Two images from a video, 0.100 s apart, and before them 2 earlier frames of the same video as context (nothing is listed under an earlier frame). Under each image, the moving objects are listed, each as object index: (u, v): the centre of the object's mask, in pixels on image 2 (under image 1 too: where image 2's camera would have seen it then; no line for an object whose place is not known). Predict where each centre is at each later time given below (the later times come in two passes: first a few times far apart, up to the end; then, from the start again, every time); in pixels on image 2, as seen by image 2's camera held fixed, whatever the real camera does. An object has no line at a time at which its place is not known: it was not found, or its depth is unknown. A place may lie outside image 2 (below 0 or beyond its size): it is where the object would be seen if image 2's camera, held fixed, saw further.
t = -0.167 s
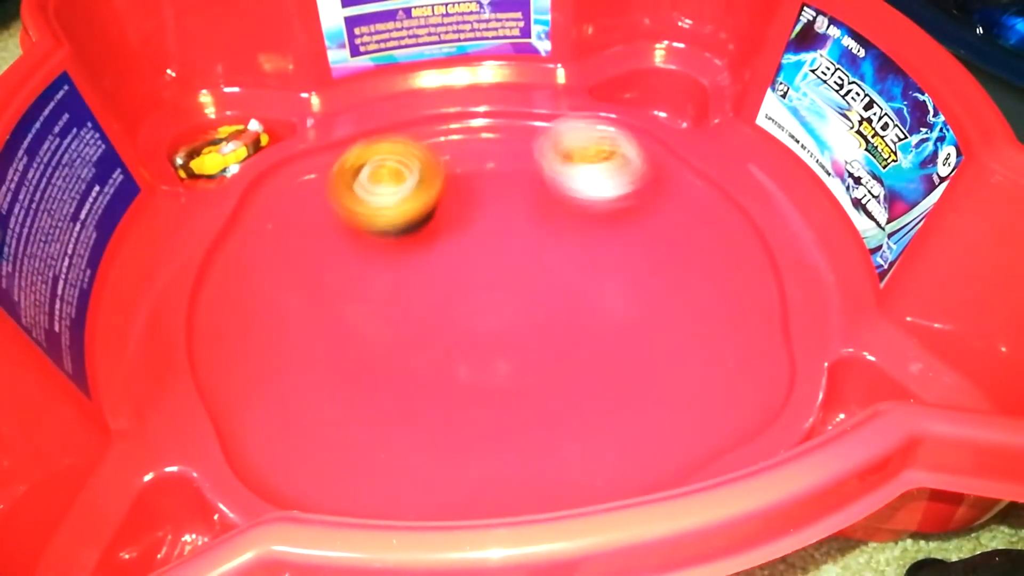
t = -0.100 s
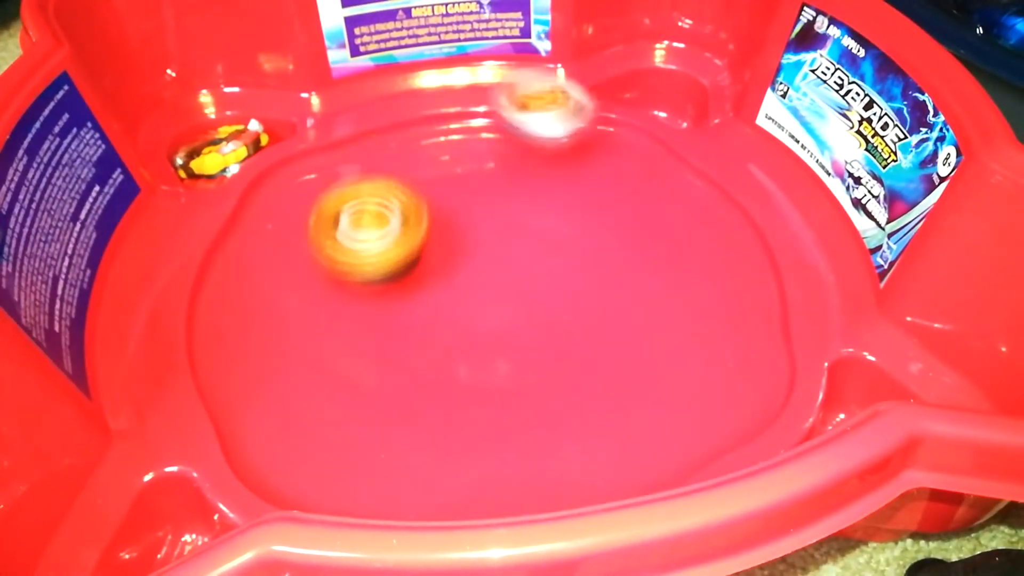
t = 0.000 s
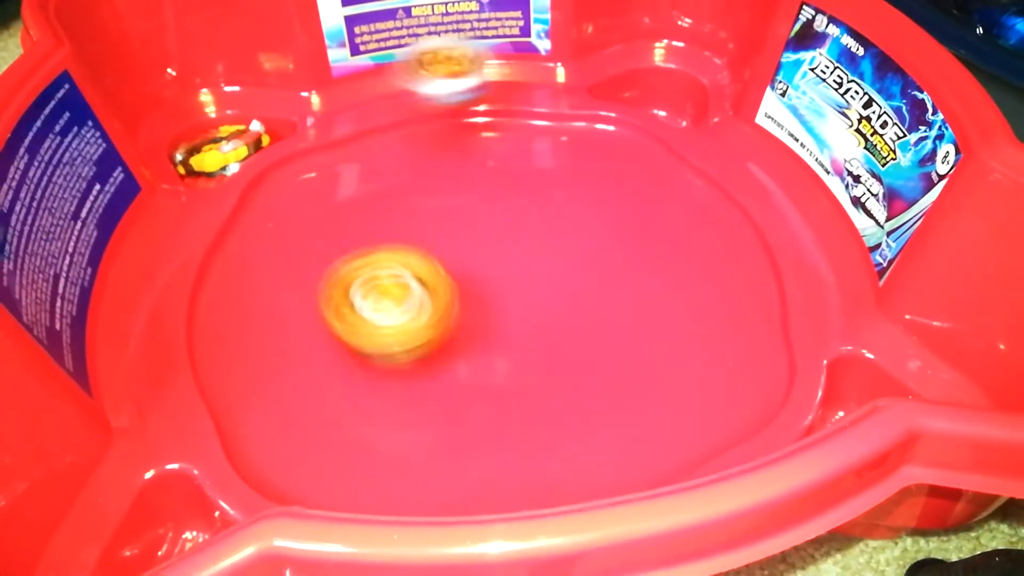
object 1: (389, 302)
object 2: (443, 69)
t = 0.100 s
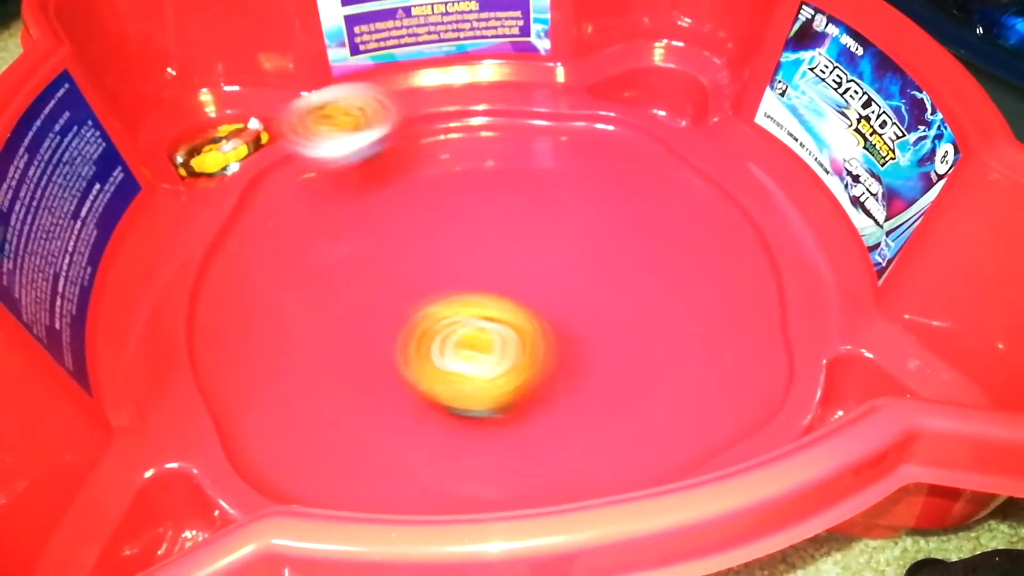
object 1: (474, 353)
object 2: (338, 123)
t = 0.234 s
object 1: (610, 344)
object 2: (205, 232)
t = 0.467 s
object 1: (701, 255)
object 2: (505, 456)
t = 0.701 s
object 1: (595, 189)
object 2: (755, 209)
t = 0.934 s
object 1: (387, 221)
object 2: (445, 75)
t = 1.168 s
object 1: (358, 348)
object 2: (208, 303)
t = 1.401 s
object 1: (765, 349)
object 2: (419, 435)
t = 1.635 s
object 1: (639, 169)
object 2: (550, 279)
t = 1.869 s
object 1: (427, 123)
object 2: (357, 242)
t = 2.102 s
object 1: (270, 202)
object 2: (268, 365)
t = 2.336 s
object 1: (257, 275)
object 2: (413, 386)
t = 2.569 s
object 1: (393, 331)
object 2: (565, 228)
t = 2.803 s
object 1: (561, 297)
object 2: (407, 94)
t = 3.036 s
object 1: (575, 224)
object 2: (282, 199)
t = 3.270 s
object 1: (451, 236)
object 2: (513, 341)
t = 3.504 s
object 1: (433, 304)
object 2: (701, 181)
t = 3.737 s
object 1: (526, 307)
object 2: (546, 91)
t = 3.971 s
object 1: (518, 234)
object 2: (371, 174)
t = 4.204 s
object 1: (433, 228)
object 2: (465, 362)
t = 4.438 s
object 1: (460, 293)
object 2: (739, 316)
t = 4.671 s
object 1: (553, 272)
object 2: (708, 196)
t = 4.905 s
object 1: (389, 240)
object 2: (666, 114)
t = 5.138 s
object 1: (311, 266)
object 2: (569, 116)
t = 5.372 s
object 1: (357, 292)
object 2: (534, 184)
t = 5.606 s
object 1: (372, 333)
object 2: (585, 289)
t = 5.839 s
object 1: (392, 338)
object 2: (693, 335)
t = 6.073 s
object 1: (495, 291)
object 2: (669, 337)
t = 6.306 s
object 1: (532, 223)
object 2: (548, 307)
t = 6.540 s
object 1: (517, 227)
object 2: (437, 347)
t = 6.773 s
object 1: (520, 272)
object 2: (345, 338)
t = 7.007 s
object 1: (543, 252)
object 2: (248, 324)
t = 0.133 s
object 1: (509, 358)
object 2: (298, 140)
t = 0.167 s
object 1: (544, 359)
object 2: (247, 160)
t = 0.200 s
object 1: (580, 353)
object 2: (216, 186)
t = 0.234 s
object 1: (610, 344)
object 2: (205, 232)
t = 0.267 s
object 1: (637, 333)
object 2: (209, 280)
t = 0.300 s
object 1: (659, 321)
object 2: (219, 333)
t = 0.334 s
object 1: (678, 308)
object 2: (250, 389)
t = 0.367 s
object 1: (690, 295)
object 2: (290, 433)
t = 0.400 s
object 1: (699, 281)
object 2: (351, 452)
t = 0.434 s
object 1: (701, 268)
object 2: (423, 458)
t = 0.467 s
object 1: (701, 255)
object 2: (505, 456)
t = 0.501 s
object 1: (696, 243)
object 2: (585, 434)
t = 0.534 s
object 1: (687, 231)
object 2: (649, 404)
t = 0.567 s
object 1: (674, 220)
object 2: (699, 368)
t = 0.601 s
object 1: (660, 210)
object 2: (732, 328)
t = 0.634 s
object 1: (640, 201)
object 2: (753, 288)
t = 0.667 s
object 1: (618, 194)
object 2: (759, 249)
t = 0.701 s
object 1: (595, 189)
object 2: (755, 209)
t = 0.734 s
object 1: (568, 185)
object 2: (734, 171)
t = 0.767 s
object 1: (538, 182)
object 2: (698, 145)
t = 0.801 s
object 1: (507, 183)
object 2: (654, 116)
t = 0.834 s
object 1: (477, 188)
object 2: (606, 92)
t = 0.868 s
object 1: (446, 195)
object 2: (557, 74)
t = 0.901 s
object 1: (415, 206)
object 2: (505, 67)
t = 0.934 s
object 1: (387, 221)
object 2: (445, 75)
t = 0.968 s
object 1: (367, 238)
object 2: (385, 97)
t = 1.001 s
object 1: (350, 257)
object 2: (335, 121)
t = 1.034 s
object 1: (340, 275)
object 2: (280, 144)
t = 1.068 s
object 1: (337, 294)
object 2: (230, 167)
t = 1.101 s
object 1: (340, 313)
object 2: (202, 197)
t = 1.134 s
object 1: (347, 329)
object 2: (192, 246)
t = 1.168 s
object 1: (358, 348)
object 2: (208, 303)
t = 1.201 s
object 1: (418, 378)
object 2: (208, 341)
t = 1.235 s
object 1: (486, 396)
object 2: (230, 360)
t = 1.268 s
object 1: (562, 413)
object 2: (272, 390)
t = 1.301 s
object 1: (632, 414)
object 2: (314, 412)
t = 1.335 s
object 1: (682, 404)
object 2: (353, 427)
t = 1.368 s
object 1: (730, 377)
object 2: (389, 434)
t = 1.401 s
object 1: (765, 349)
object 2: (419, 435)
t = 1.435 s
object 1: (776, 312)
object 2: (440, 426)
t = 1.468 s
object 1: (772, 261)
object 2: (458, 412)
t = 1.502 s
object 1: (764, 234)
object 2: (479, 392)
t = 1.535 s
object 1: (752, 225)
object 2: (497, 369)
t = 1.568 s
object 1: (719, 204)
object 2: (518, 341)
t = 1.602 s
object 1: (677, 186)
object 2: (540, 312)
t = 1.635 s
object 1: (639, 169)
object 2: (550, 279)
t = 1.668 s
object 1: (603, 156)
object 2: (551, 243)
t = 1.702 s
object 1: (568, 142)
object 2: (539, 217)
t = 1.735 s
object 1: (547, 110)
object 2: (508, 217)
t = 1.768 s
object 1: (516, 94)
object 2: (471, 221)
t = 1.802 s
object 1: (486, 97)
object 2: (433, 224)
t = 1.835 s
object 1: (455, 115)
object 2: (394, 231)
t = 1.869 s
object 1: (427, 123)
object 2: (357, 242)
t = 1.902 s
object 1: (400, 139)
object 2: (322, 257)
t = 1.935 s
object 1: (374, 150)
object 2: (286, 277)
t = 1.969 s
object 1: (351, 163)
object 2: (246, 300)
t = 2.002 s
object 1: (329, 175)
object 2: (207, 322)
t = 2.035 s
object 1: (308, 186)
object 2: (202, 333)
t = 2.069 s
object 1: (290, 195)
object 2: (235, 349)
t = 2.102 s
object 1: (270, 202)
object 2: (268, 365)
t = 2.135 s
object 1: (252, 208)
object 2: (294, 375)
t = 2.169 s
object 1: (235, 215)
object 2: (316, 383)
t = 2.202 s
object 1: (229, 224)
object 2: (333, 390)
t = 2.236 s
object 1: (234, 240)
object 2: (349, 395)
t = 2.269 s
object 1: (239, 253)
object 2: (369, 395)
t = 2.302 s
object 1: (247, 264)
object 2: (389, 392)
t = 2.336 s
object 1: (257, 275)
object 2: (413, 386)
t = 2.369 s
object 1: (270, 285)
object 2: (441, 377)
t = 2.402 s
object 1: (285, 295)
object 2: (471, 363)
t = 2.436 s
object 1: (303, 304)
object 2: (503, 345)
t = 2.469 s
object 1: (322, 313)
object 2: (532, 322)
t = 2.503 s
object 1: (344, 320)
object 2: (555, 291)
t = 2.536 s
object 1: (368, 327)
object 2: (566, 258)
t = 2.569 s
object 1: (393, 331)
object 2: (565, 228)
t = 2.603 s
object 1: (419, 334)
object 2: (557, 197)
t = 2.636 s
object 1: (446, 334)
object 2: (542, 171)
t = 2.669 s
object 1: (475, 332)
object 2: (523, 150)
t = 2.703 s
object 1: (500, 326)
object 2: (500, 132)
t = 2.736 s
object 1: (524, 319)
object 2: (472, 118)
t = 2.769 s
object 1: (545, 308)
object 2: (440, 103)
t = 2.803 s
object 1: (561, 297)
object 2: (407, 94)
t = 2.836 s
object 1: (573, 284)
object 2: (379, 88)
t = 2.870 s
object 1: (581, 272)
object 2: (353, 98)
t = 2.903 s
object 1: (587, 262)
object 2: (330, 121)
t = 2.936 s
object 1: (588, 251)
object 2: (313, 144)
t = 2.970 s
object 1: (588, 241)
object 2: (296, 162)
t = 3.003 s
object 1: (583, 232)
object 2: (288, 180)
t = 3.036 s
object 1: (575, 224)
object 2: (282, 199)
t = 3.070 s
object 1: (564, 217)
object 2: (281, 217)
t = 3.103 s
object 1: (550, 212)
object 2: (288, 239)
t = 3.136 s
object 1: (517, 211)
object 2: (325, 287)
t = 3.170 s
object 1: (500, 214)
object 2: (360, 311)
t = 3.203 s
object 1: (482, 219)
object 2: (406, 330)
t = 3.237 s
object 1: (466, 227)
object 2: (457, 342)
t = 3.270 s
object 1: (451, 236)
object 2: (513, 341)
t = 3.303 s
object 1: (439, 246)
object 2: (563, 332)
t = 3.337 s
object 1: (430, 256)
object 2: (606, 313)
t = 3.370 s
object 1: (425, 267)
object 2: (640, 290)
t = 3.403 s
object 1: (423, 277)
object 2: (665, 262)
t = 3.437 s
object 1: (424, 286)
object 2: (685, 235)
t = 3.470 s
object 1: (427, 295)
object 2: (697, 208)
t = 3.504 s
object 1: (433, 304)
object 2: (701, 181)
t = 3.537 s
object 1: (441, 312)
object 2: (700, 159)
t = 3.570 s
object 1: (452, 318)
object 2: (689, 138)
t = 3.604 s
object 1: (466, 323)
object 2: (668, 123)
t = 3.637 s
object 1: (482, 324)
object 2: (640, 110)
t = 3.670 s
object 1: (499, 322)
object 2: (611, 98)
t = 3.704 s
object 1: (514, 316)
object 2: (580, 91)
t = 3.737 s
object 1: (526, 307)
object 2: (546, 91)
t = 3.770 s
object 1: (535, 297)
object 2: (513, 94)
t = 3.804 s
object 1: (542, 285)
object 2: (479, 100)
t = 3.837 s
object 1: (543, 273)
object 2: (448, 111)
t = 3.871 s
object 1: (540, 261)
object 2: (426, 121)
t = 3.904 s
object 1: (535, 251)
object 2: (406, 133)
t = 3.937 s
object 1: (528, 242)
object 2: (387, 152)
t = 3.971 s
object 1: (518, 234)
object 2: (371, 174)
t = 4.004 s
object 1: (506, 228)
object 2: (356, 204)
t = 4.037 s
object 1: (493, 223)
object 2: (349, 235)
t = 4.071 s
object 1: (481, 221)
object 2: (353, 267)
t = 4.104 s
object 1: (469, 219)
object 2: (366, 296)
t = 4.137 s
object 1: (456, 220)
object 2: (391, 322)
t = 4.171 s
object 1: (443, 222)
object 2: (426, 346)
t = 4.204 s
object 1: (433, 228)
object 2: (465, 362)
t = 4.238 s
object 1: (425, 235)
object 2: (514, 369)
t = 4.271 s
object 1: (420, 244)
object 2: (565, 371)
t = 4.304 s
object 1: (418, 254)
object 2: (611, 367)
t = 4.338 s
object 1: (421, 266)
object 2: (653, 357)
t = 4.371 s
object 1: (430, 278)
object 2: (691, 345)
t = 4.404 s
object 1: (444, 287)
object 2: (720, 331)
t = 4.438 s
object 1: (460, 293)
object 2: (739, 316)
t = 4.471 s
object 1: (476, 297)
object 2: (752, 299)
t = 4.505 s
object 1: (493, 298)
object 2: (759, 282)
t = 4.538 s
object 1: (509, 296)
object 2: (758, 263)
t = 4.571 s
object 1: (524, 292)
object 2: (750, 242)
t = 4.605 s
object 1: (536, 287)
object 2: (738, 221)
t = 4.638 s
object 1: (545, 280)
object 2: (724, 208)
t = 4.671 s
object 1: (553, 272)
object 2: (708, 196)
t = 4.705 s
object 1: (557, 262)
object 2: (687, 185)
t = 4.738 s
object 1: (559, 253)
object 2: (664, 177)
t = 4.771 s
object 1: (555, 247)
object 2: (644, 168)
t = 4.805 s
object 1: (507, 244)
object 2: (652, 150)
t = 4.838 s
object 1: (463, 243)
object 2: (665, 142)
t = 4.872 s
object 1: (419, 240)
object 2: (672, 126)
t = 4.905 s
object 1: (389, 240)
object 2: (666, 114)
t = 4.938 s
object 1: (360, 242)
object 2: (653, 113)
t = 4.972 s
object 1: (345, 244)
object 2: (632, 110)
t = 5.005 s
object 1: (333, 249)
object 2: (612, 109)
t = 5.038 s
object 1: (324, 253)
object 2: (596, 109)
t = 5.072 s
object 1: (318, 257)
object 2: (583, 109)
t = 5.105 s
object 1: (314, 262)
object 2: (573, 112)
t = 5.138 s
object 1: (311, 266)
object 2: (569, 116)
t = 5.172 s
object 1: (309, 269)
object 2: (568, 123)
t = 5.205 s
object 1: (310, 273)
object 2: (567, 129)
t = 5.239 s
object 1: (312, 277)
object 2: (564, 136)
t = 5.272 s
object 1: (318, 281)
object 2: (560, 144)
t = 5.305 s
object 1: (329, 285)
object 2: (553, 156)
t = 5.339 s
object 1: (342, 288)
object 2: (545, 169)
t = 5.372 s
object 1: (357, 292)
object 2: (534, 184)
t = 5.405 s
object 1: (377, 296)
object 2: (519, 205)
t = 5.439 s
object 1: (398, 299)
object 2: (506, 229)
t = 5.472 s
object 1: (405, 304)
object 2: (505, 248)
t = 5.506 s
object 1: (389, 314)
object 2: (522, 263)
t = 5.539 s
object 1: (379, 322)
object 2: (543, 274)
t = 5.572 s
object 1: (374, 328)
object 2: (564, 283)
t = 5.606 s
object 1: (372, 333)
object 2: (585, 289)
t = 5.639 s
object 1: (369, 338)
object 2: (607, 296)
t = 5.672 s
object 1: (367, 342)
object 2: (630, 303)
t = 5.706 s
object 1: (367, 343)
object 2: (647, 311)
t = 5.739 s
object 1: (368, 345)
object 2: (665, 318)
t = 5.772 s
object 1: (374, 343)
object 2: (679, 325)
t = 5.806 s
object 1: (381, 341)
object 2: (687, 332)
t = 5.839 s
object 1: (392, 338)
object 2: (693, 335)
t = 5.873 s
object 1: (404, 334)
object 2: (696, 339)
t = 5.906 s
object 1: (418, 327)
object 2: (698, 342)
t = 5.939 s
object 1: (435, 321)
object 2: (696, 343)
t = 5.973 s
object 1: (451, 315)
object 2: (692, 342)
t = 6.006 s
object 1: (467, 309)
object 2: (686, 342)
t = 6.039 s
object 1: (482, 301)
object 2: (679, 341)
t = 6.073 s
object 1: (495, 291)
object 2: (669, 337)
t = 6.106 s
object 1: (508, 281)
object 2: (658, 333)
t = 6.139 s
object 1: (518, 273)
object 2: (646, 328)
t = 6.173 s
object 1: (525, 264)
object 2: (631, 321)
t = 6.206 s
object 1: (527, 254)
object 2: (615, 315)
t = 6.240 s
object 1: (528, 243)
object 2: (594, 305)
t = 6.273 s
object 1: (530, 234)
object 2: (570, 301)
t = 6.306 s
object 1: (532, 223)
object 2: (548, 307)
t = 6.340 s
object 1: (530, 216)
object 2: (527, 314)
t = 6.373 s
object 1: (525, 208)
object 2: (509, 321)
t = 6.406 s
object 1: (522, 206)
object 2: (493, 326)
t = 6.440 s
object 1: (520, 206)
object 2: (478, 330)
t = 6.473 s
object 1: (519, 211)
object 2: (464, 337)
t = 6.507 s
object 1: (519, 218)
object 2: (450, 343)
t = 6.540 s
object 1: (517, 227)
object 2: (437, 347)
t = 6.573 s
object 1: (515, 236)
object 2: (426, 350)
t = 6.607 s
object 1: (510, 247)
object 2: (418, 350)
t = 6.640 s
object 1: (505, 258)
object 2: (415, 348)
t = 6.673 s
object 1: (499, 267)
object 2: (412, 343)
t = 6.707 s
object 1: (495, 274)
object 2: (412, 339)
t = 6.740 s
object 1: (499, 277)
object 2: (393, 336)
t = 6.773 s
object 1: (520, 272)
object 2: (345, 338)
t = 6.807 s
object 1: (541, 266)
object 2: (312, 340)
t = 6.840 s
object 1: (550, 262)
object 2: (277, 342)
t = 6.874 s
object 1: (558, 256)
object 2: (249, 342)
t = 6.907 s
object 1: (560, 255)
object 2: (229, 339)
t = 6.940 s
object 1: (559, 254)
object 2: (222, 334)
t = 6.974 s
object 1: (553, 252)
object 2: (228, 331)
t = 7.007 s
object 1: (543, 252)
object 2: (248, 324)
